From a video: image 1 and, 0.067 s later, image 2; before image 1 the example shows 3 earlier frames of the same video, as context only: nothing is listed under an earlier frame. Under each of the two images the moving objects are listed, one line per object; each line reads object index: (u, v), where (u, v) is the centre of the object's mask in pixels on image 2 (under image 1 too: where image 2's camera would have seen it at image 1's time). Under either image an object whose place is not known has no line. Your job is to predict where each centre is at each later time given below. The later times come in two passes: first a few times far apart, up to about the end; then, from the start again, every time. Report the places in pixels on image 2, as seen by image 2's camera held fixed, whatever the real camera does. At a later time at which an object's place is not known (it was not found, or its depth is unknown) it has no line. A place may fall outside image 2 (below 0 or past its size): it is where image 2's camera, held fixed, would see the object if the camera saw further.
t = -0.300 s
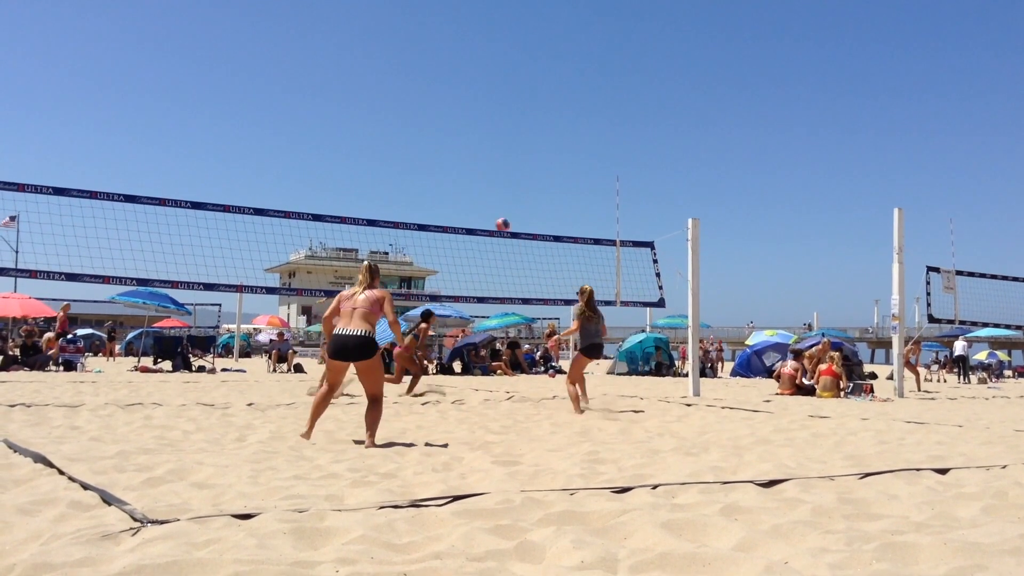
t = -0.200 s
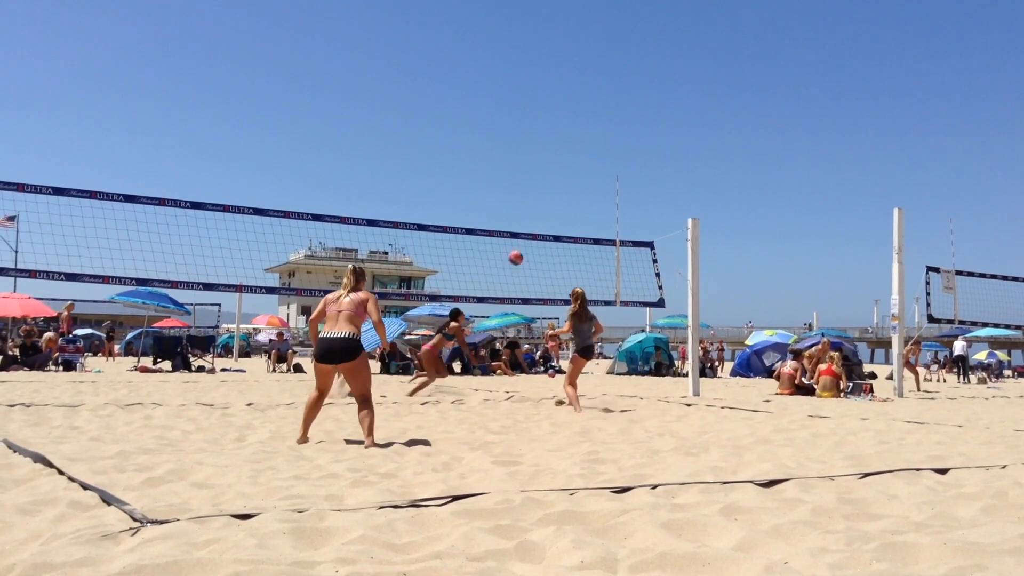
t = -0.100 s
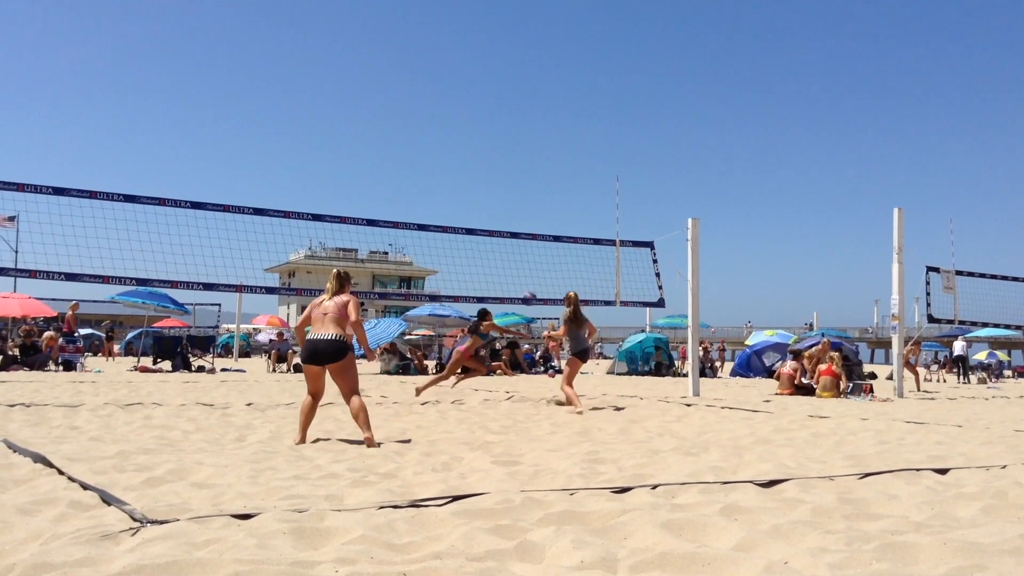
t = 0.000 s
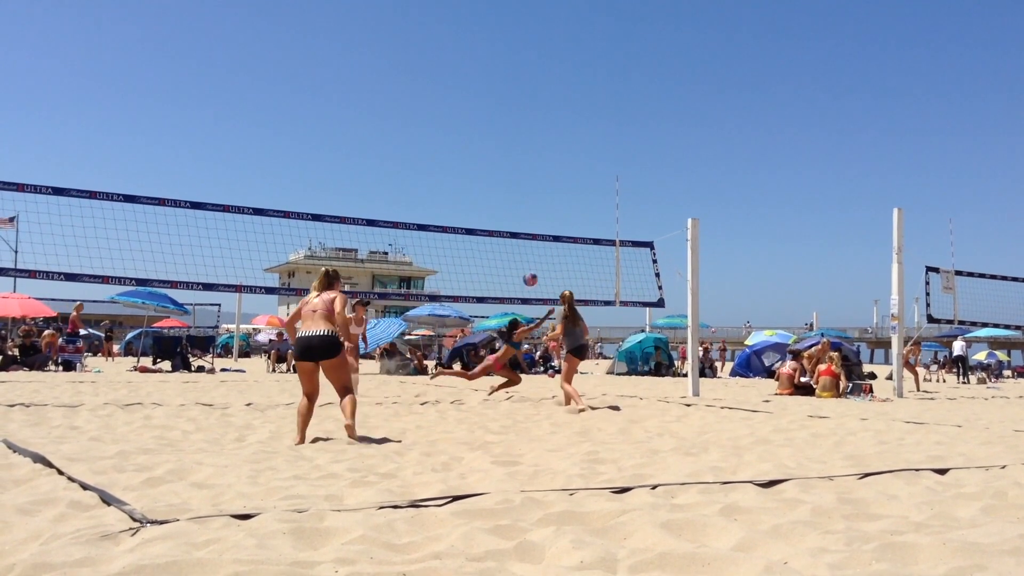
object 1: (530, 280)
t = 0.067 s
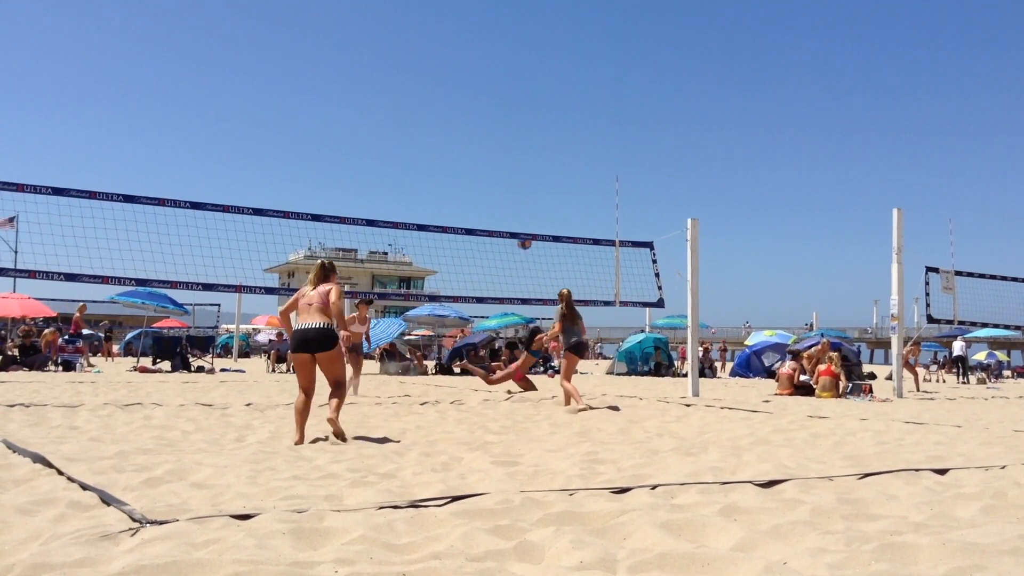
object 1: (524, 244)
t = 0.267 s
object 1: (506, 150)
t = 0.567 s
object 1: (472, 62)
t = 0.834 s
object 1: (438, 33)
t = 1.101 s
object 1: (403, 53)
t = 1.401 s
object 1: (362, 132)
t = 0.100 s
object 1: (522, 225)
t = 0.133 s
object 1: (519, 209)
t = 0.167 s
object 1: (516, 193)
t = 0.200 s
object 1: (513, 178)
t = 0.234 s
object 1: (509, 164)
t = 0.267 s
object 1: (506, 150)
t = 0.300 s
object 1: (502, 138)
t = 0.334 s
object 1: (499, 126)
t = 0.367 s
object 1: (495, 115)
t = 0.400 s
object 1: (491, 104)
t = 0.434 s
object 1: (488, 94)
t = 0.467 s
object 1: (484, 85)
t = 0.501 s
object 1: (480, 77)
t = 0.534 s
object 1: (476, 69)
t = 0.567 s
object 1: (472, 62)
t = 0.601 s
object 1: (468, 56)
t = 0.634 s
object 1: (464, 50)
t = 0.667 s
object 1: (460, 46)
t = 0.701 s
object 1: (456, 42)
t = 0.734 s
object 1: (451, 39)
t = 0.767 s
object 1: (447, 36)
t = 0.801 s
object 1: (443, 35)
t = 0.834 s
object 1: (438, 33)
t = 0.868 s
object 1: (434, 33)
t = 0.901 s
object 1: (429, 34)
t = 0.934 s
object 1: (425, 35)
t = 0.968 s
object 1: (421, 37)
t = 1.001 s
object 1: (416, 40)
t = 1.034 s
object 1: (412, 43)
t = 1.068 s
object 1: (407, 47)
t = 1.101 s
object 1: (403, 53)
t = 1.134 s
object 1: (398, 58)
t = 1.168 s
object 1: (394, 65)
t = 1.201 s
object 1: (389, 72)
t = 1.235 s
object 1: (384, 80)
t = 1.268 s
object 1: (380, 89)
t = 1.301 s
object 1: (375, 99)
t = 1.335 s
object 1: (371, 109)
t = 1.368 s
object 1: (366, 119)
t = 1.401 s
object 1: (362, 132)
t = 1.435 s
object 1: (357, 144)
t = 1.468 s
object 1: (353, 157)
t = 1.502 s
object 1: (349, 171)
